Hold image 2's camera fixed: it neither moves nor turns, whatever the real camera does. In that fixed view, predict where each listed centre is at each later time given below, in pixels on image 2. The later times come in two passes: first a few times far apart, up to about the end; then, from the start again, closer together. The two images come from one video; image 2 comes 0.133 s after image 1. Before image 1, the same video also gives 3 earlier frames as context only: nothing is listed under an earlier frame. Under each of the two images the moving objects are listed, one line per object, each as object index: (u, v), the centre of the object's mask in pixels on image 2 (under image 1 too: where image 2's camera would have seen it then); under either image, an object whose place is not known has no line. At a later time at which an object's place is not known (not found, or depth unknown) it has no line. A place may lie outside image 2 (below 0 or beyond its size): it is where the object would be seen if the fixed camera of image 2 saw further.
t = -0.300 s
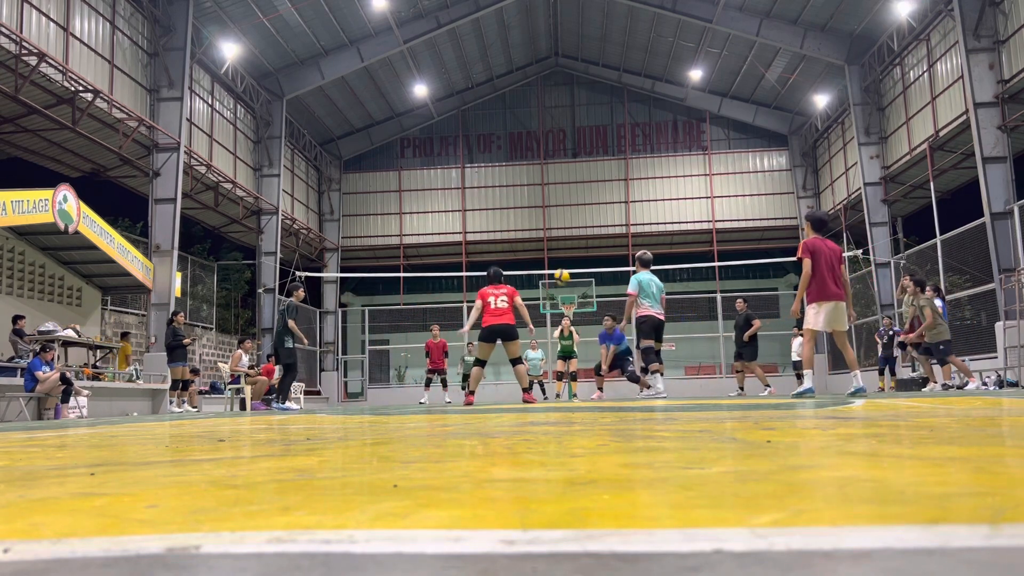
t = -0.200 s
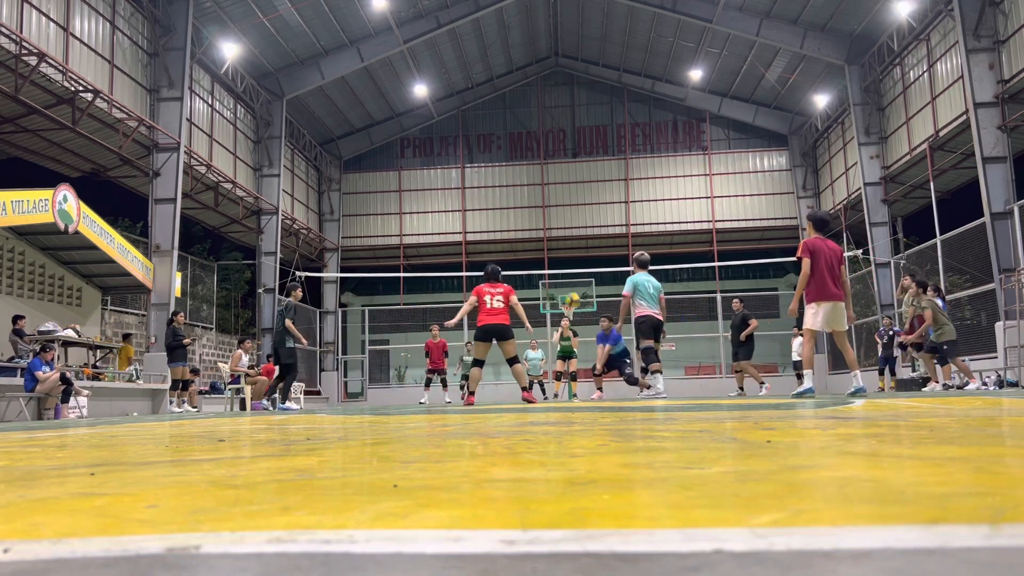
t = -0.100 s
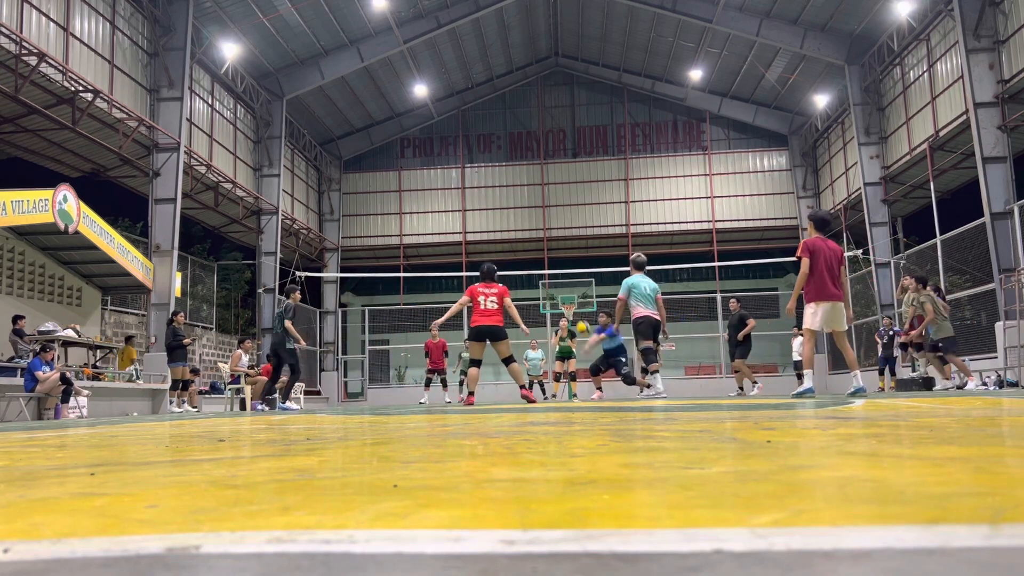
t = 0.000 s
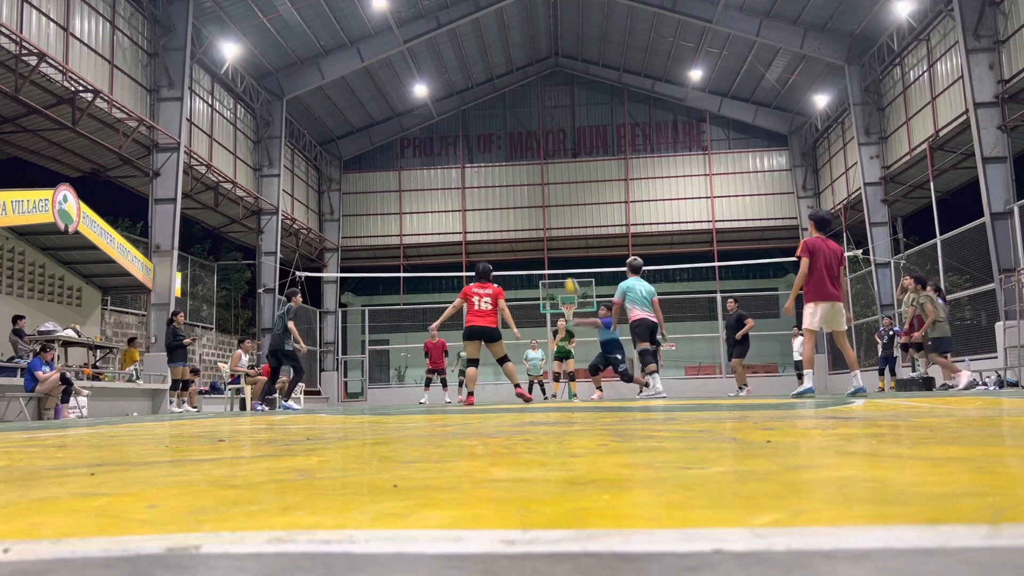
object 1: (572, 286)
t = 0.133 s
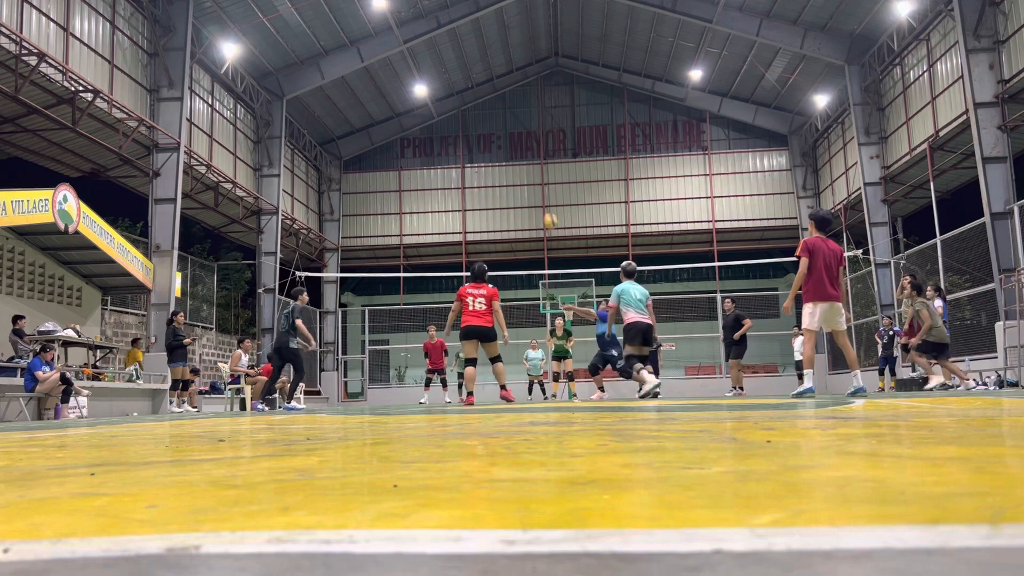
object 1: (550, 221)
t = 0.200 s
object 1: (541, 194)
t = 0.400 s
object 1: (512, 132)
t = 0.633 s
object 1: (480, 92)
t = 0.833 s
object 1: (455, 84)
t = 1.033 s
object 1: (432, 99)
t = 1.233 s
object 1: (409, 135)
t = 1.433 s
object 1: (388, 191)
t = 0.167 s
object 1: (545, 207)
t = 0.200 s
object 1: (541, 194)
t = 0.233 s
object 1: (536, 181)
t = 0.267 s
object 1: (531, 170)
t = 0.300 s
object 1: (526, 159)
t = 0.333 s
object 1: (521, 150)
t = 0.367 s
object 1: (516, 140)
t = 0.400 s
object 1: (512, 132)
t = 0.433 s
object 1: (507, 124)
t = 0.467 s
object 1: (503, 117)
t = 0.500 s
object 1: (498, 111)
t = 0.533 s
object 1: (494, 105)
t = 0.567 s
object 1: (489, 100)
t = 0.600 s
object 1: (485, 96)
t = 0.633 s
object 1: (480, 92)
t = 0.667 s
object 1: (476, 89)
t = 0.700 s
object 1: (472, 87)
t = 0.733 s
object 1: (467, 85)
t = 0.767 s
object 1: (464, 84)
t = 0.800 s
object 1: (460, 84)
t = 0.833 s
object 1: (455, 84)
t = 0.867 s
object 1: (451, 85)
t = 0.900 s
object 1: (447, 86)
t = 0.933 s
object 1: (443, 89)
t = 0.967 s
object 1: (439, 92)
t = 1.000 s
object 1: (435, 95)
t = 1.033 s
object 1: (432, 99)
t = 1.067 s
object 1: (428, 103)
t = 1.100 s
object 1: (424, 108)
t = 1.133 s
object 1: (420, 114)
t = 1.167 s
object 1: (417, 120)
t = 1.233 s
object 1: (409, 135)
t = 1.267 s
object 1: (406, 143)
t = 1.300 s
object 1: (402, 151)
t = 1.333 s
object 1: (399, 161)
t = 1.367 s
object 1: (395, 170)
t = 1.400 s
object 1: (392, 180)
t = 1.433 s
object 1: (388, 191)
